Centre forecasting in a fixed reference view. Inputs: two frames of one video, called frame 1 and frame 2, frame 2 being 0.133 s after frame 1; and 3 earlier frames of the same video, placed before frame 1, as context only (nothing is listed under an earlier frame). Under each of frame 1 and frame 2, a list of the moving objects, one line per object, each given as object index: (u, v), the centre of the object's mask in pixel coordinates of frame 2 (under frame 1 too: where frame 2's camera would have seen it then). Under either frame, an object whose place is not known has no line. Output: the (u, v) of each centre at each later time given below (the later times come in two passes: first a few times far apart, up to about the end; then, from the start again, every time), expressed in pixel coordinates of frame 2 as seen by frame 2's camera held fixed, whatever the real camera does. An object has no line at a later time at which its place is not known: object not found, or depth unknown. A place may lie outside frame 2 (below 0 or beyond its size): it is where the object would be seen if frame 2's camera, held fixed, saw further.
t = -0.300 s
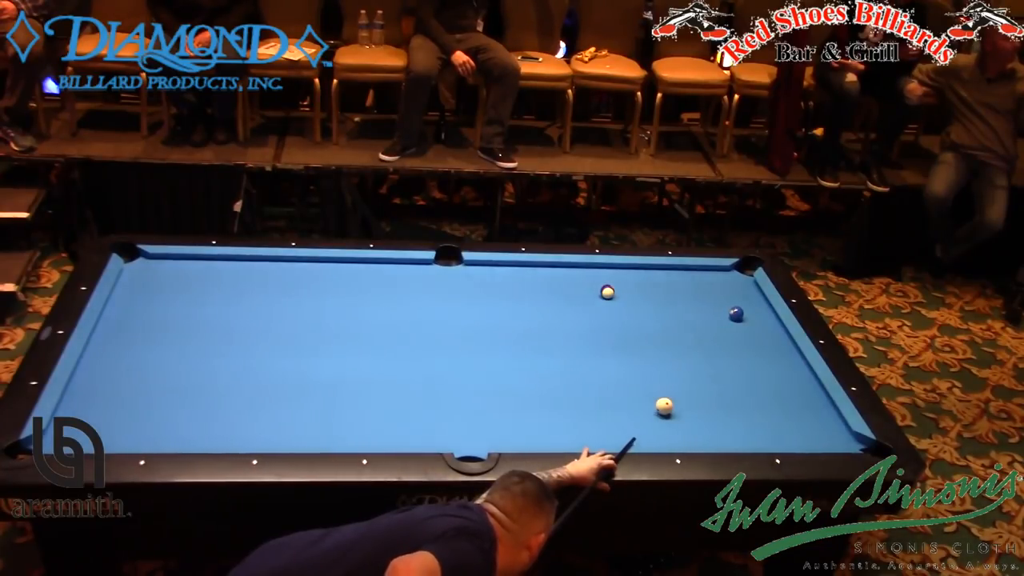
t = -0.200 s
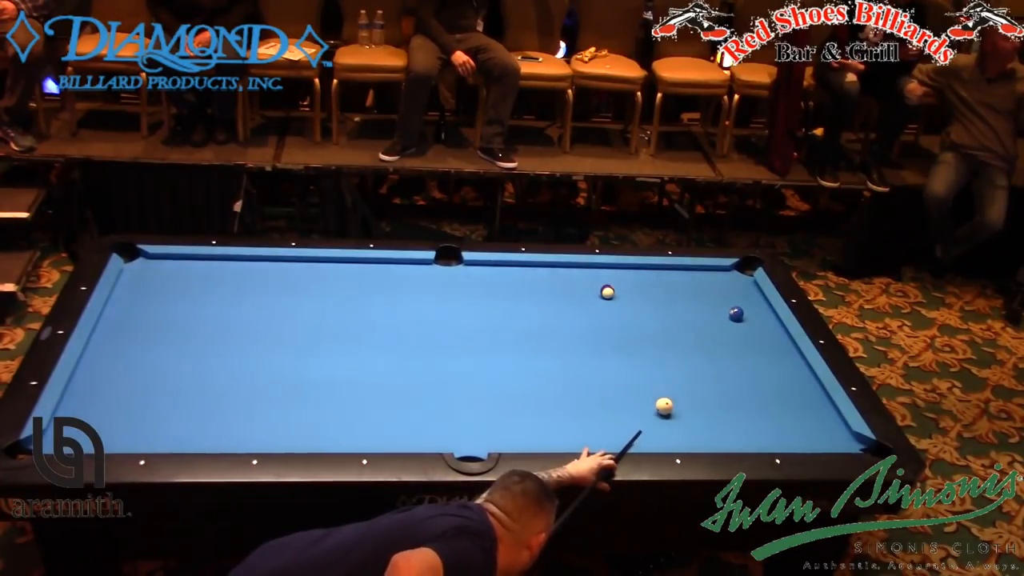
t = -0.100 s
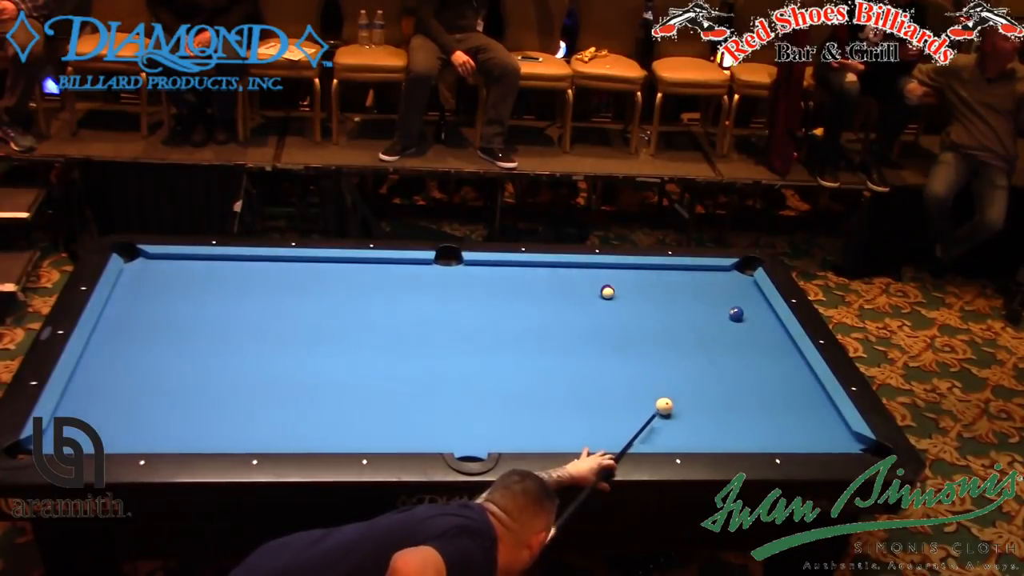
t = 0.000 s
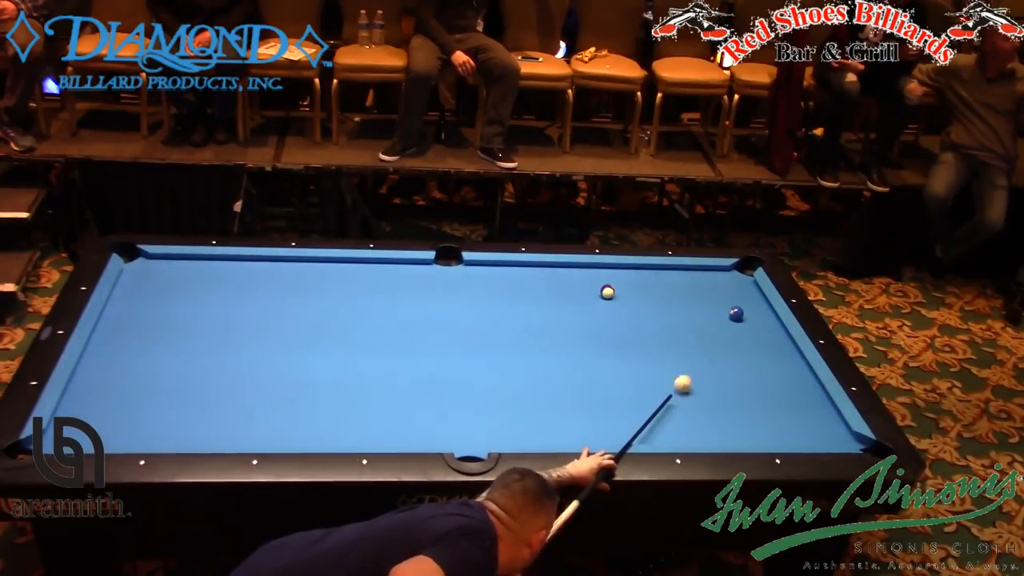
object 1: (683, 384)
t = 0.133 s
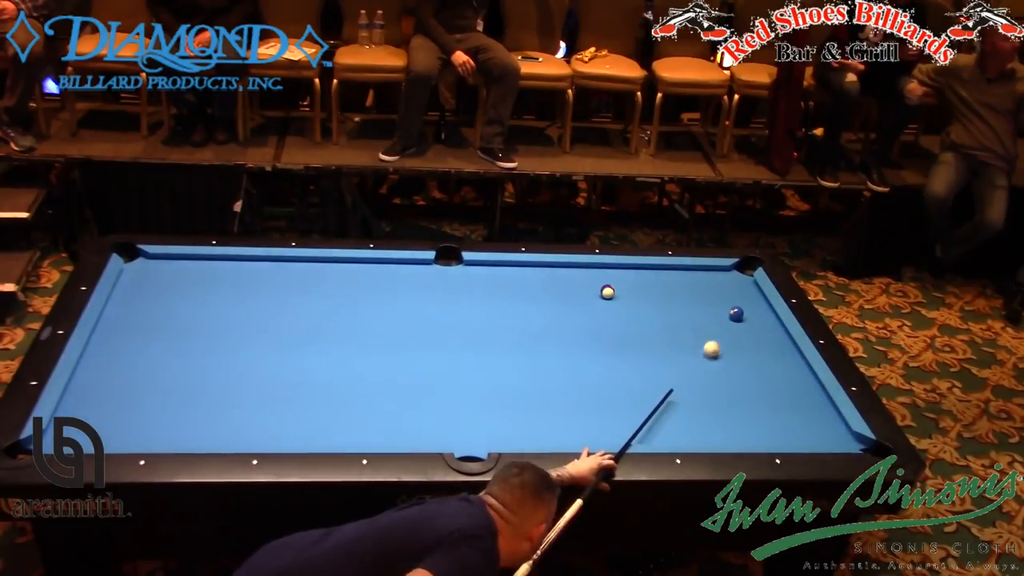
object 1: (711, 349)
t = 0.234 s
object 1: (730, 327)
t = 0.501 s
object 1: (769, 318)
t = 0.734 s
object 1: (748, 311)
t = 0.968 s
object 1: (723, 305)
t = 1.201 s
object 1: (700, 299)
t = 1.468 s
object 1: (675, 292)
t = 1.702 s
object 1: (655, 287)
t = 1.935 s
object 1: (635, 282)
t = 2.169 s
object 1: (618, 277)
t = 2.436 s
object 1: (599, 272)
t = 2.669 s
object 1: (584, 268)
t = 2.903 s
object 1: (573, 268)
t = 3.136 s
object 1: (564, 269)
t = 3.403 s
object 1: (555, 270)
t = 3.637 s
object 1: (549, 272)
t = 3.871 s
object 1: (543, 273)
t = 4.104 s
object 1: (539, 274)
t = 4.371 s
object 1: (534, 275)
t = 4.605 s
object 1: (532, 275)
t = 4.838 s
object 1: (530, 275)
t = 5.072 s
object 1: (529, 276)
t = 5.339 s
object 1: (529, 276)
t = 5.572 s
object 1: (529, 276)
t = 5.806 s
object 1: (529, 276)
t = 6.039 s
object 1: (529, 276)
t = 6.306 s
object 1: (529, 276)
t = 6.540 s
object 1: (529, 276)
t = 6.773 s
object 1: (529, 276)
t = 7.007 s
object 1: (529, 276)
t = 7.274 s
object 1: (529, 276)
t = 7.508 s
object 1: (529, 276)
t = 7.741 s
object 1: (529, 276)
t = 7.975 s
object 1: (529, 276)
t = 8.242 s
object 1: (529, 276)
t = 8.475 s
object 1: (529, 276)
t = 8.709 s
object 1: (529, 276)
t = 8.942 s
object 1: (529, 276)
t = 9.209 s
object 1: (529, 276)
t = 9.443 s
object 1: (529, 276)
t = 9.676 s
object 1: (529, 276)
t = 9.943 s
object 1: (529, 276)
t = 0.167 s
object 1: (718, 341)
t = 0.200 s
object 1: (724, 334)
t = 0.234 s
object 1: (730, 327)
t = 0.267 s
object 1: (736, 321)
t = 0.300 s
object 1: (741, 321)
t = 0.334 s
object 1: (746, 321)
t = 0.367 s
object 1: (750, 321)
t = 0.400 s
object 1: (755, 321)
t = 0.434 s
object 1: (759, 320)
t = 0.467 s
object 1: (764, 319)
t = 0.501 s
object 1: (769, 318)
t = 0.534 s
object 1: (772, 317)
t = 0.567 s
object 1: (767, 316)
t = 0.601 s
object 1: (763, 315)
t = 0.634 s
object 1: (759, 314)
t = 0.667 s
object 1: (755, 313)
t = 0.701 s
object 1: (752, 312)
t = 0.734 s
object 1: (748, 311)
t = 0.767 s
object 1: (744, 310)
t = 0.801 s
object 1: (740, 309)
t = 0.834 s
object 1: (737, 308)
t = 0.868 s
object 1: (734, 307)
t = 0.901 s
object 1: (730, 306)
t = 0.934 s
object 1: (726, 305)
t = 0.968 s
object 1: (723, 305)
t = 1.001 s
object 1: (720, 304)
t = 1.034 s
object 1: (716, 303)
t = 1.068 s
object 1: (713, 302)
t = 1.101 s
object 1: (709, 301)
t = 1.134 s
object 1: (706, 300)
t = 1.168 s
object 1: (703, 299)
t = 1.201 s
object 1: (700, 299)
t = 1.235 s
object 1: (696, 298)
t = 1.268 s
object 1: (693, 297)
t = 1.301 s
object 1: (690, 296)
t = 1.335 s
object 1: (687, 295)
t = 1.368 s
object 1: (684, 294)
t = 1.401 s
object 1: (681, 293)
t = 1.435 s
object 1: (678, 293)
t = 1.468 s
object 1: (675, 292)
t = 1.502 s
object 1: (672, 291)
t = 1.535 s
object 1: (669, 290)
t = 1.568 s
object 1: (666, 290)
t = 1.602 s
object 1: (663, 289)
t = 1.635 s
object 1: (660, 288)
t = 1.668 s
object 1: (657, 288)
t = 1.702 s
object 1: (655, 287)
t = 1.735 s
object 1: (652, 286)
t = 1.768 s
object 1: (649, 285)
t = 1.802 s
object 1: (646, 283)
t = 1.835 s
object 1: (643, 283)
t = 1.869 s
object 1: (641, 283)
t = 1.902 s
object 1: (638, 282)
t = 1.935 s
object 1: (635, 282)
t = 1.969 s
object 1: (633, 281)
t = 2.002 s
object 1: (630, 280)
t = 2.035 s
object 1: (628, 280)
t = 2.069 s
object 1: (625, 279)
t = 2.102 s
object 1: (623, 278)
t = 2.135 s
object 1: (621, 278)
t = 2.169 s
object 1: (618, 277)
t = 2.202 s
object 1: (616, 276)
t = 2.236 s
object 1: (613, 276)
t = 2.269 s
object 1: (611, 275)
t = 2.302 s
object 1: (608, 275)
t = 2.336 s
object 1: (606, 274)
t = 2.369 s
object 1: (603, 273)
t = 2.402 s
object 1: (601, 273)
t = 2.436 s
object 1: (599, 272)
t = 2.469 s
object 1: (597, 271)
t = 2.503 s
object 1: (594, 271)
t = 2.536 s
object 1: (592, 271)
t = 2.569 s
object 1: (590, 270)
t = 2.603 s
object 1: (588, 269)
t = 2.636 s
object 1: (586, 269)
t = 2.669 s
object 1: (584, 268)
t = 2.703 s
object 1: (582, 268)
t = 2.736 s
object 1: (580, 267)
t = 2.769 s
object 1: (578, 267)
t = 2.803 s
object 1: (576, 267)
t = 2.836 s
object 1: (575, 267)
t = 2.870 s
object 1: (574, 267)
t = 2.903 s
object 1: (573, 268)
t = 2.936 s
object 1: (571, 268)
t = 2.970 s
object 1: (570, 268)
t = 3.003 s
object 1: (569, 268)
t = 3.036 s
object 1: (567, 268)
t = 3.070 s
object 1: (566, 268)
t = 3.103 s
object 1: (565, 269)
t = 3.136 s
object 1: (564, 269)
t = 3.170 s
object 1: (563, 269)
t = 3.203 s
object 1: (562, 269)
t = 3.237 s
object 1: (561, 269)
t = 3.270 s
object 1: (559, 270)
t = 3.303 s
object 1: (558, 270)
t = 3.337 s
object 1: (557, 270)
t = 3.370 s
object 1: (556, 270)
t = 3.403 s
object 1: (555, 270)
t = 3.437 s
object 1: (554, 271)
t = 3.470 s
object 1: (553, 271)
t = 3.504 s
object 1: (552, 271)
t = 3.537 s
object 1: (551, 271)
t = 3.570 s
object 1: (550, 271)
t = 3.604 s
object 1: (550, 272)
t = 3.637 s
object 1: (549, 272)
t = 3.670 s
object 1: (548, 272)
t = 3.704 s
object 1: (547, 272)
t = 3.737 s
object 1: (546, 272)
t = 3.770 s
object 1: (546, 272)
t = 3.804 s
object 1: (545, 273)
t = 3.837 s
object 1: (544, 273)
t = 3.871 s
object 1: (543, 273)
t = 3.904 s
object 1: (542, 273)
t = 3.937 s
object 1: (542, 273)
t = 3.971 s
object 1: (541, 273)
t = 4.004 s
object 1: (540, 273)
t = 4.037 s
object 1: (540, 273)
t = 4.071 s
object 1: (539, 274)
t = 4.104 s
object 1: (539, 274)
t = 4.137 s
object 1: (538, 274)
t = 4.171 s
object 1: (537, 274)
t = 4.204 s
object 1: (537, 274)
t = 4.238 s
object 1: (536, 274)
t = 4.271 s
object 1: (536, 274)
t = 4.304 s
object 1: (535, 274)
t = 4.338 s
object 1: (535, 274)
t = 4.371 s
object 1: (534, 275)
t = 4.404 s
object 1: (534, 275)
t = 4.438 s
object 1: (534, 275)
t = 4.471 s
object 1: (533, 275)
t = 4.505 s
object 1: (533, 275)
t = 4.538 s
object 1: (533, 275)
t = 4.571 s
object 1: (532, 275)
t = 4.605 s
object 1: (532, 275)
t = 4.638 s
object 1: (532, 275)
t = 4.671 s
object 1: (531, 275)
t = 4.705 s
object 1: (531, 275)
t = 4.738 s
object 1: (531, 275)
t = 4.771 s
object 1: (530, 275)
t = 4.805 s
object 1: (530, 275)
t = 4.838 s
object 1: (530, 275)
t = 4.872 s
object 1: (530, 276)
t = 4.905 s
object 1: (530, 276)
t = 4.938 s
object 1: (530, 276)
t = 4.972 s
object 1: (529, 276)
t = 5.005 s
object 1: (529, 276)
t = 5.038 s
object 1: (529, 276)
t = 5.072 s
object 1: (529, 276)
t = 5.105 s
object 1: (529, 276)
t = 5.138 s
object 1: (529, 276)
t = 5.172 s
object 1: (529, 276)
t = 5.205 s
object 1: (529, 276)
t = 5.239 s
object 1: (529, 276)
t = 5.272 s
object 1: (529, 276)
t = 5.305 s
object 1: (529, 276)
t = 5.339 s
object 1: (529, 276)
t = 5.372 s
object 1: (529, 276)
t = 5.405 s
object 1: (529, 276)
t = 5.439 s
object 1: (529, 276)
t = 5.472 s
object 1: (529, 276)
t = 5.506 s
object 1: (529, 276)
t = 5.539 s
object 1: (529, 276)
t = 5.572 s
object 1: (529, 276)
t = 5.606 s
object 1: (529, 276)
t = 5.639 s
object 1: (529, 276)
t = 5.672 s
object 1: (529, 276)
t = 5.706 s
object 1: (529, 276)
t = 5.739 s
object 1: (529, 276)
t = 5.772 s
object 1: (529, 276)
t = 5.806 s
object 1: (529, 276)
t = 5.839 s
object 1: (529, 276)
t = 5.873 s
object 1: (529, 276)
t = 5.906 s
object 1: (529, 276)
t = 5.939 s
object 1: (529, 276)
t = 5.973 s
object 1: (529, 276)
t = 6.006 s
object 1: (529, 276)
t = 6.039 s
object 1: (529, 276)
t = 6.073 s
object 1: (529, 276)
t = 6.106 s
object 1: (529, 276)
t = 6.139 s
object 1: (529, 276)
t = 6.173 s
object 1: (529, 276)
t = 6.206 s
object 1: (529, 276)
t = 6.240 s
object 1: (529, 276)
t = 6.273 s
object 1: (529, 276)
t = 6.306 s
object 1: (529, 276)
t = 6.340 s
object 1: (529, 276)
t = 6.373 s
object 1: (529, 276)
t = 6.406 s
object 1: (529, 276)
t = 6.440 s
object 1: (529, 276)
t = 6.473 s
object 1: (529, 276)
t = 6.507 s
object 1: (529, 276)
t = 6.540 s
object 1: (529, 276)
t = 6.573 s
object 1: (529, 276)
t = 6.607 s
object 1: (529, 276)
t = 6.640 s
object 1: (529, 276)
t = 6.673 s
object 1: (529, 276)
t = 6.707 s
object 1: (529, 276)
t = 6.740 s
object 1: (529, 276)
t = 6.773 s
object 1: (529, 276)
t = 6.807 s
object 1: (529, 276)
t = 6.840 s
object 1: (529, 276)
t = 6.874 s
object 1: (529, 276)
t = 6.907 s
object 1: (529, 276)
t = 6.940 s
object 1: (529, 276)
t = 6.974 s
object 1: (529, 276)
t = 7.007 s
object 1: (529, 276)
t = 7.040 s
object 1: (529, 276)
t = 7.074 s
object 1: (529, 276)
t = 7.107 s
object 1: (529, 276)
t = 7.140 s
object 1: (529, 276)
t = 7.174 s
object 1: (529, 276)
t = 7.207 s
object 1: (529, 276)
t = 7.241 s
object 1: (529, 276)
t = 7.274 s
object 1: (529, 276)
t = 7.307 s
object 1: (529, 276)
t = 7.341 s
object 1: (529, 276)
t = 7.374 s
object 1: (529, 276)
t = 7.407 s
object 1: (529, 276)
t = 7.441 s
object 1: (529, 276)
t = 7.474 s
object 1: (529, 276)
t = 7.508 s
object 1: (529, 276)
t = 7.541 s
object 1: (529, 276)
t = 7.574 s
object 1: (529, 276)
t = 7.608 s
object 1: (529, 276)
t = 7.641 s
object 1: (529, 276)
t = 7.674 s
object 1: (529, 276)
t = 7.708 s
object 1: (529, 276)
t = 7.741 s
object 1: (529, 276)
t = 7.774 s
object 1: (529, 276)
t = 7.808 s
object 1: (529, 276)
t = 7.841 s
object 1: (529, 276)
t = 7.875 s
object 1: (529, 276)
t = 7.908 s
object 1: (529, 276)
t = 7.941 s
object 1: (529, 276)
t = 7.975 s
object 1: (529, 276)
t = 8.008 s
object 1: (529, 276)
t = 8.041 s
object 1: (529, 276)
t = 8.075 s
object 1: (529, 276)
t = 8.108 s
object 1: (529, 276)
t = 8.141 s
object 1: (529, 276)
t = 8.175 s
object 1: (529, 276)
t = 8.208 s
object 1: (529, 276)
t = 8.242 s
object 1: (529, 276)
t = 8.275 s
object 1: (529, 276)
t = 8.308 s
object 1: (529, 276)
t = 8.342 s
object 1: (529, 276)
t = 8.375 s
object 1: (529, 276)
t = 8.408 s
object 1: (529, 276)
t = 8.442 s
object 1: (529, 276)
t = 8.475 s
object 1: (529, 276)
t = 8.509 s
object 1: (529, 276)
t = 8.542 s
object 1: (529, 276)
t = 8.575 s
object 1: (529, 276)
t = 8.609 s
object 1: (529, 276)
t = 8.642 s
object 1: (529, 276)
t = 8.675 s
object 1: (529, 276)
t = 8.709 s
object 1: (529, 276)
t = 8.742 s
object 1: (529, 276)
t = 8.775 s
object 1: (529, 276)
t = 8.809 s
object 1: (529, 276)
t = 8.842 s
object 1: (529, 276)
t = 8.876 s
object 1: (529, 276)
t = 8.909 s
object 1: (529, 276)
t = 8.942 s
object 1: (529, 276)
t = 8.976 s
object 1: (529, 276)
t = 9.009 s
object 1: (529, 276)
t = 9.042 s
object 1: (529, 276)
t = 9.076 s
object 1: (529, 276)
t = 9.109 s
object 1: (529, 276)
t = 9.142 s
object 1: (529, 276)
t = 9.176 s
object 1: (529, 276)
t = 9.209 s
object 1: (529, 276)
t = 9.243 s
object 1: (529, 276)
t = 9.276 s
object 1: (529, 276)
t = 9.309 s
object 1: (529, 276)
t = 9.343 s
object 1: (529, 276)
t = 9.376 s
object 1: (529, 276)
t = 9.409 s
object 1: (529, 276)
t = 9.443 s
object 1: (529, 276)
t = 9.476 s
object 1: (529, 276)
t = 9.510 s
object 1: (529, 276)
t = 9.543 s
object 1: (529, 276)
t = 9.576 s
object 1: (529, 276)
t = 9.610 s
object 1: (529, 276)
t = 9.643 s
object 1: (529, 276)
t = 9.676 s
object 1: (529, 276)
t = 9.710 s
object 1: (529, 276)
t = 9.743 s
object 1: (529, 276)
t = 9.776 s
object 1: (529, 276)
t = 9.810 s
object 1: (529, 276)
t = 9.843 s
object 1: (529, 276)
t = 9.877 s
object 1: (529, 276)
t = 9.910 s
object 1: (529, 276)
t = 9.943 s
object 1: (529, 276)
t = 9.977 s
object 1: (529, 276)
